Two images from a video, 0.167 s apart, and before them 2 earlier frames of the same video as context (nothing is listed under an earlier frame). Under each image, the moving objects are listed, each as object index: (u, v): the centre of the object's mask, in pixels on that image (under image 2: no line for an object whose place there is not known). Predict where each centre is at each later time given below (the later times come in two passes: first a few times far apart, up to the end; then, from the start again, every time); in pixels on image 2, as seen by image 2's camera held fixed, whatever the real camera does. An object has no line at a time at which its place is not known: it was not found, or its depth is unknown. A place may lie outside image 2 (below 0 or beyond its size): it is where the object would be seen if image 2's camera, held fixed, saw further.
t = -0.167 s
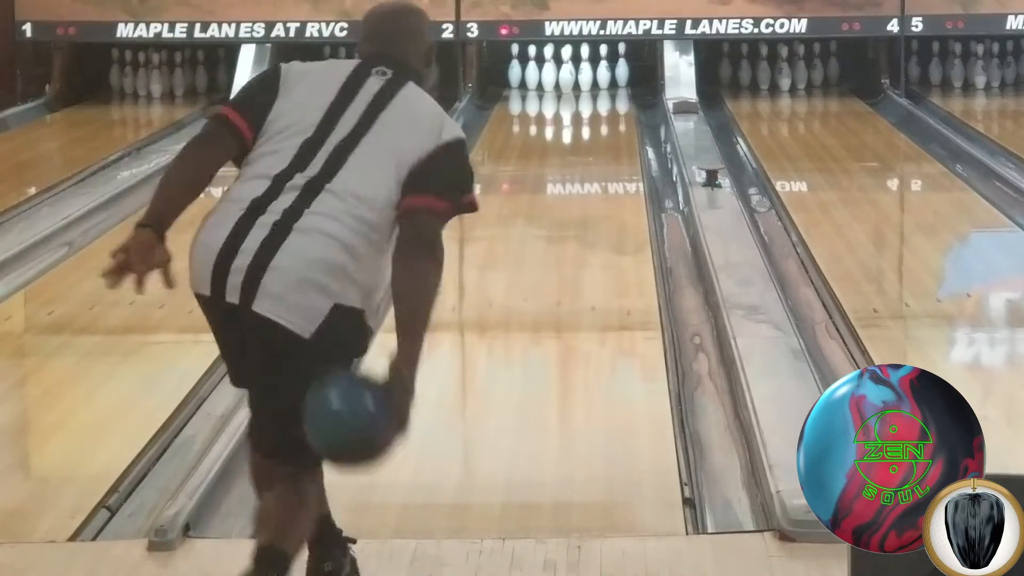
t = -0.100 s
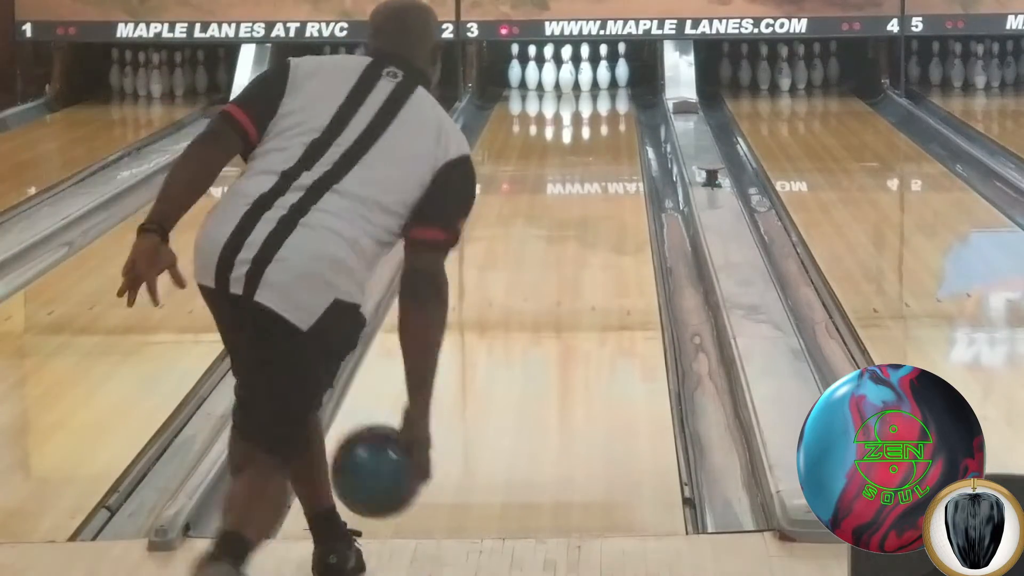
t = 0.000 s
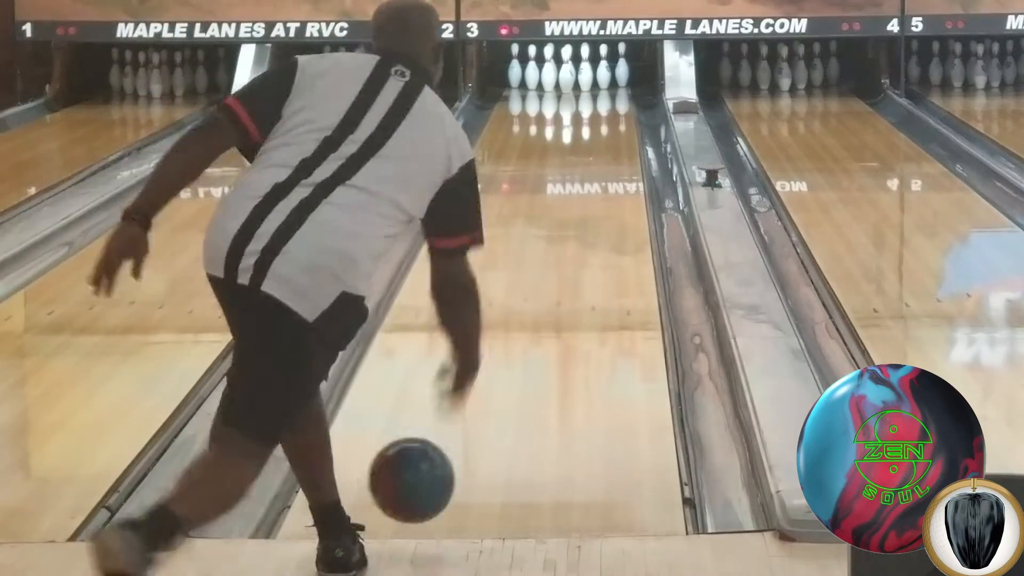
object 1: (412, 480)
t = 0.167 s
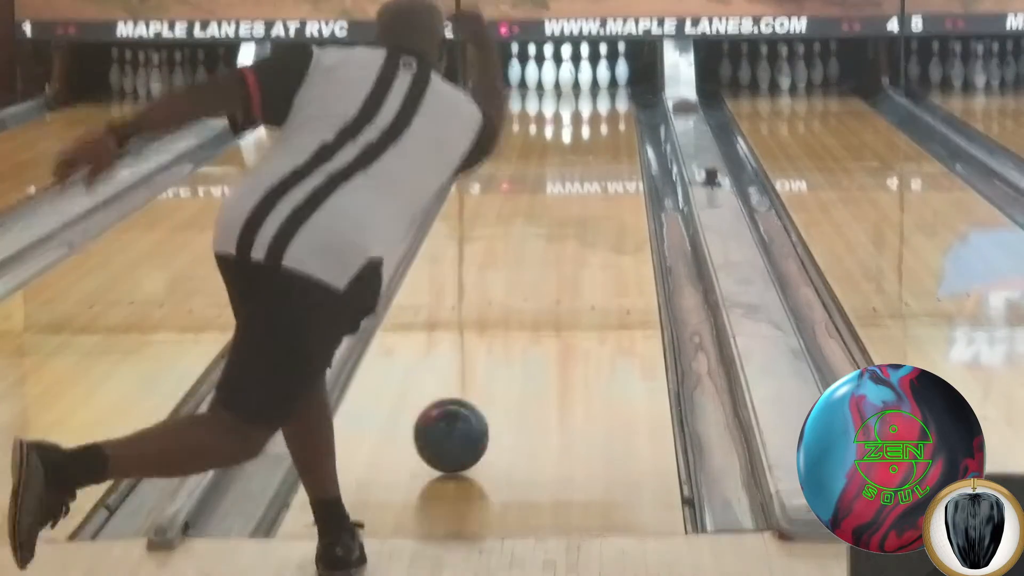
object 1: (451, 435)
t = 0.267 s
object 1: (470, 399)
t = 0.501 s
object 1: (504, 328)
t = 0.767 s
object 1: (533, 270)
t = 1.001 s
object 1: (551, 231)
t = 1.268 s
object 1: (567, 194)
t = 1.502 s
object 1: (578, 169)
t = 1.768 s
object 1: (587, 146)
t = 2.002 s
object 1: (592, 128)
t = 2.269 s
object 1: (596, 111)
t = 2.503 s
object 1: (595, 99)
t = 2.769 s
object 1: (589, 87)
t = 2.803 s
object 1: (587, 86)
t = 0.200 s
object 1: (459, 424)
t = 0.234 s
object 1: (464, 411)
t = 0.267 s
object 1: (470, 399)
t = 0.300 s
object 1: (476, 388)
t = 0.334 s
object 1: (482, 377)
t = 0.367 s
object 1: (486, 366)
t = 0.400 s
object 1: (492, 356)
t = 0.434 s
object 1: (496, 346)
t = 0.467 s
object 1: (500, 337)
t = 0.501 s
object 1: (504, 328)
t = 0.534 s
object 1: (509, 320)
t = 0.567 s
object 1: (513, 311)
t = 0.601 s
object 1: (516, 304)
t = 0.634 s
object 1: (521, 299)
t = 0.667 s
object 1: (531, 287)
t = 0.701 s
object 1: (527, 282)
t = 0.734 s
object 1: (530, 276)
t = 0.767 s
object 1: (533, 270)
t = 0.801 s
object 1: (536, 263)
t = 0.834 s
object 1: (539, 257)
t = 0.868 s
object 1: (541, 252)
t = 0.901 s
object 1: (544, 246)
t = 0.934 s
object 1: (546, 240)
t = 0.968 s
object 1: (549, 235)
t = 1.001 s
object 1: (551, 231)
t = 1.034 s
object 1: (553, 225)
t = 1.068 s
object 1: (555, 221)
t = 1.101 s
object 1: (558, 216)
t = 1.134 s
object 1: (560, 211)
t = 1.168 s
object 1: (562, 207)
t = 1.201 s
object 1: (563, 203)
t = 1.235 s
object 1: (565, 199)
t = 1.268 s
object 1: (567, 194)
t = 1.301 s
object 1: (569, 191)
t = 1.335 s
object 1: (570, 187)
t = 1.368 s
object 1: (572, 183)
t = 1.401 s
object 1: (573, 180)
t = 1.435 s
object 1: (575, 176)
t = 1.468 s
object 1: (577, 173)
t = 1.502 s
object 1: (578, 169)
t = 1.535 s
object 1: (578, 166)
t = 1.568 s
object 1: (580, 163)
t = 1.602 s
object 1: (581, 161)
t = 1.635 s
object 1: (583, 157)
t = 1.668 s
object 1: (584, 155)
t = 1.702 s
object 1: (585, 152)
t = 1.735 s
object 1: (586, 149)
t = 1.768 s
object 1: (587, 146)
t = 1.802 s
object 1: (588, 143)
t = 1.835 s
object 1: (589, 140)
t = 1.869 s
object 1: (589, 138)
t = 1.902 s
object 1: (591, 135)
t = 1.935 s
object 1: (591, 133)
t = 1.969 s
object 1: (592, 129)
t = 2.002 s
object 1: (592, 128)
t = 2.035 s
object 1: (593, 125)
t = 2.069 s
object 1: (594, 123)
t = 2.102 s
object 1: (594, 121)
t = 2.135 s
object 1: (594, 119)
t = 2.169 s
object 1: (596, 117)
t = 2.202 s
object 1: (595, 115)
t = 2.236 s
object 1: (596, 113)
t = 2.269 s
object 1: (596, 111)
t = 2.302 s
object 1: (595, 109)
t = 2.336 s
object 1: (596, 107)
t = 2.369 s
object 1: (597, 106)
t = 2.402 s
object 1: (596, 103)
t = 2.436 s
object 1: (597, 102)
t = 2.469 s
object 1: (596, 100)
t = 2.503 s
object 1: (595, 99)
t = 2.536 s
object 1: (595, 97)
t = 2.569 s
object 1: (594, 95)
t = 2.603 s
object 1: (594, 94)
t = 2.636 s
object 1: (593, 93)
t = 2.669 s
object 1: (592, 91)
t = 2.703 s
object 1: (591, 90)
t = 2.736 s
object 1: (590, 89)
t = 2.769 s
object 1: (589, 87)
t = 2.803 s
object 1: (587, 86)
